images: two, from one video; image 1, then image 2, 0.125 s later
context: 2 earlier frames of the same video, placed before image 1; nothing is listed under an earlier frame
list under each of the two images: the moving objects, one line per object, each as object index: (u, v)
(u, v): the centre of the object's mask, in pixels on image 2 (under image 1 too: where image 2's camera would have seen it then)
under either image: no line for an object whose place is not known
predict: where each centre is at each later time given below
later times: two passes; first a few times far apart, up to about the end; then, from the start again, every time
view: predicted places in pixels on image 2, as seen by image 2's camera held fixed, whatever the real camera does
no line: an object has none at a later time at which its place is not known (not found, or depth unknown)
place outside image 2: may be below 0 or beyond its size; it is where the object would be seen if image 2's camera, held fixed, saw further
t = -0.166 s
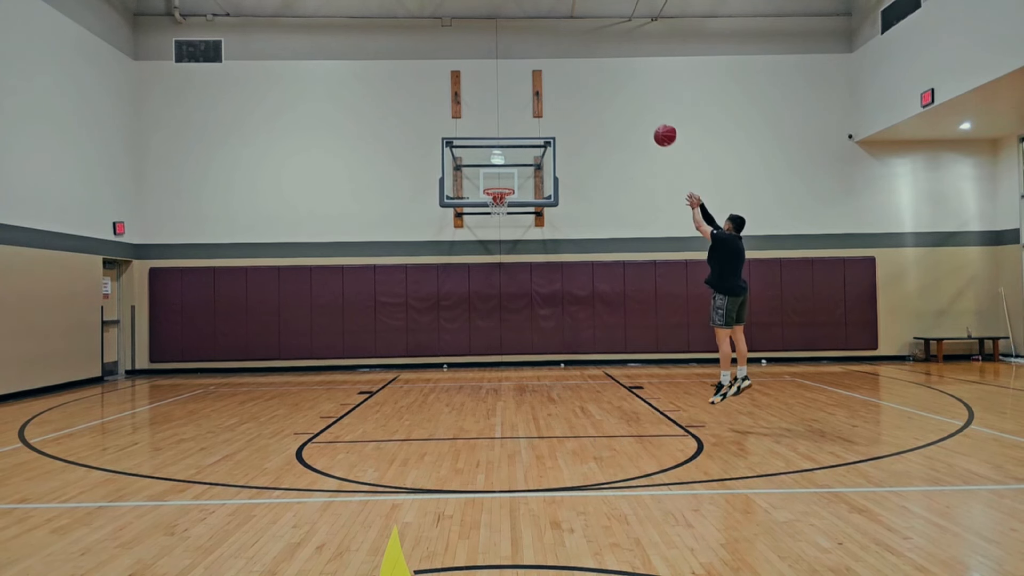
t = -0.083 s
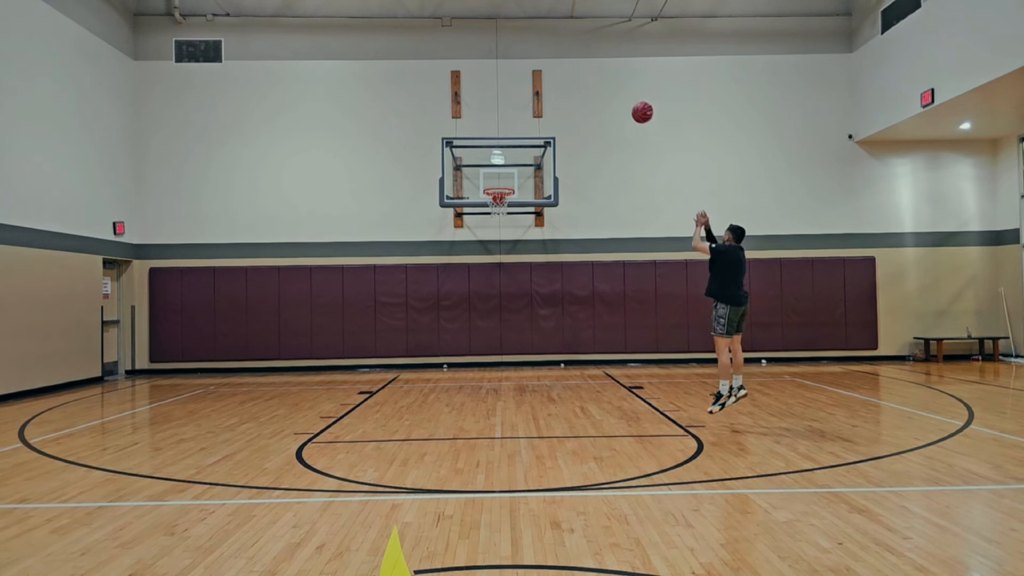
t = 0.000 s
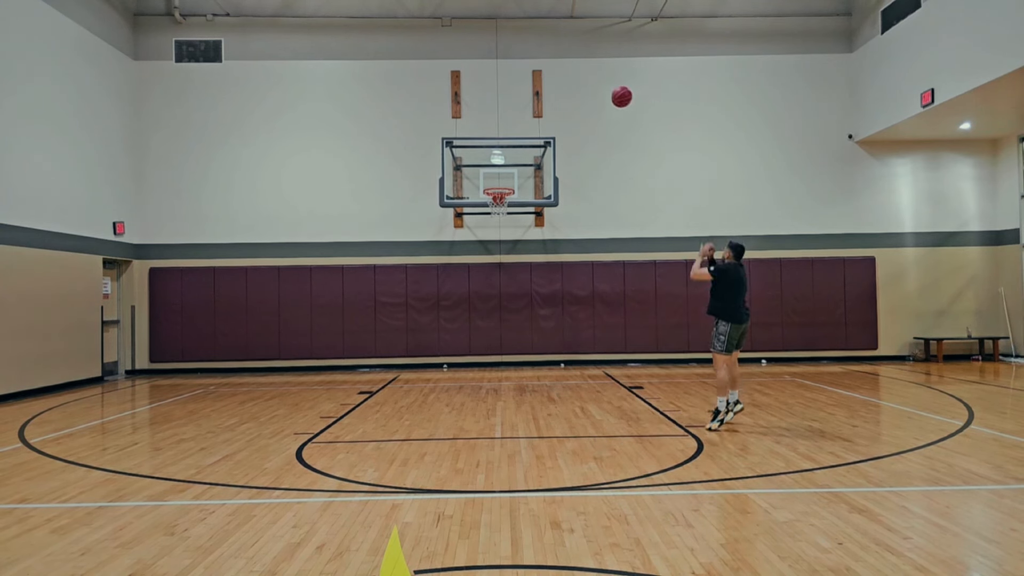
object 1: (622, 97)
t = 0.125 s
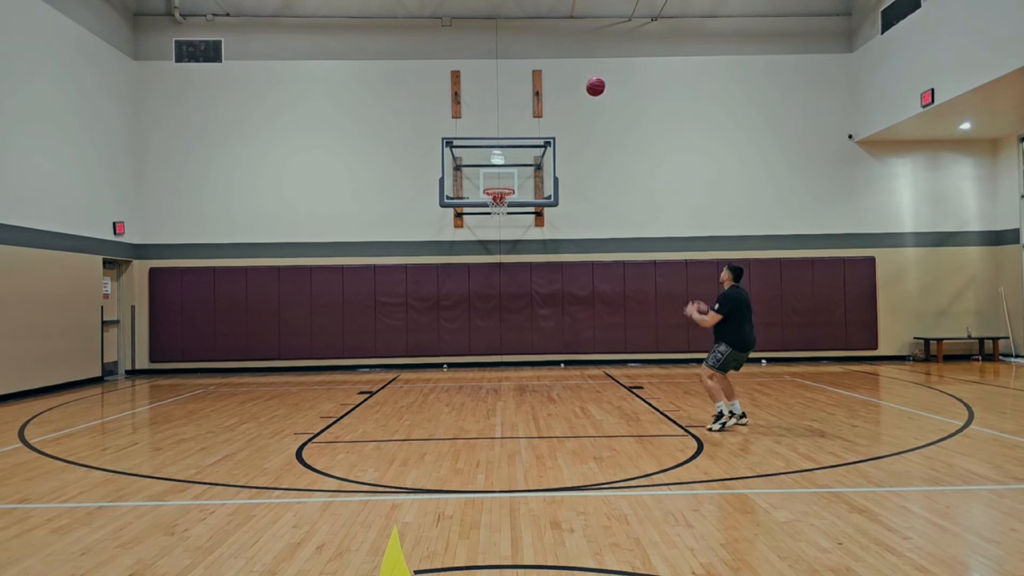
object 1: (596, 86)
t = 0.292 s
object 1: (563, 90)
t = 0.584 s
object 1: (515, 141)
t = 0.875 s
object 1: (512, 198)
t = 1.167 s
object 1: (497, 211)
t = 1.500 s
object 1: (477, 282)
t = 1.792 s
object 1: (463, 367)
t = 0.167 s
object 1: (585, 85)
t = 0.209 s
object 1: (579, 85)
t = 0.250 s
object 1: (569, 87)
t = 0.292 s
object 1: (563, 90)
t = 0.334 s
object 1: (554, 95)
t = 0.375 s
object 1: (548, 99)
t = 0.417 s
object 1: (540, 106)
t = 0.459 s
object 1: (535, 112)
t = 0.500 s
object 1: (527, 122)
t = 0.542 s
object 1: (522, 129)
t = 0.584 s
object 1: (515, 141)
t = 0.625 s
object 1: (511, 149)
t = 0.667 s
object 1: (504, 163)
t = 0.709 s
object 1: (499, 173)
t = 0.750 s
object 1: (493, 186)
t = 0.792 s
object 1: (495, 190)
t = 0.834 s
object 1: (508, 198)
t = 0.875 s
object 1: (512, 198)
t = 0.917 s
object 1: (511, 197)
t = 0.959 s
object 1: (510, 198)
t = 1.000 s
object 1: (508, 201)
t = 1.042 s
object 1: (505, 202)
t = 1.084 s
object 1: (503, 206)
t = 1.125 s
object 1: (501, 209)
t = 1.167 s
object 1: (497, 211)
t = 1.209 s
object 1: (495, 219)
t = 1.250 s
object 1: (492, 225)
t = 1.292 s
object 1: (490, 230)
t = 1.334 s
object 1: (487, 240)
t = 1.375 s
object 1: (485, 247)
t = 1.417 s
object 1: (483, 258)
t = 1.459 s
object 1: (481, 268)
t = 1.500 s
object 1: (477, 282)
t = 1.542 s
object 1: (476, 292)
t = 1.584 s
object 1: (473, 308)
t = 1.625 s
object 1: (471, 320)
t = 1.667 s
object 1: (469, 339)
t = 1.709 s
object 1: (467, 352)
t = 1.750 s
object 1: (464, 374)
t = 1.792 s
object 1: (463, 367)
